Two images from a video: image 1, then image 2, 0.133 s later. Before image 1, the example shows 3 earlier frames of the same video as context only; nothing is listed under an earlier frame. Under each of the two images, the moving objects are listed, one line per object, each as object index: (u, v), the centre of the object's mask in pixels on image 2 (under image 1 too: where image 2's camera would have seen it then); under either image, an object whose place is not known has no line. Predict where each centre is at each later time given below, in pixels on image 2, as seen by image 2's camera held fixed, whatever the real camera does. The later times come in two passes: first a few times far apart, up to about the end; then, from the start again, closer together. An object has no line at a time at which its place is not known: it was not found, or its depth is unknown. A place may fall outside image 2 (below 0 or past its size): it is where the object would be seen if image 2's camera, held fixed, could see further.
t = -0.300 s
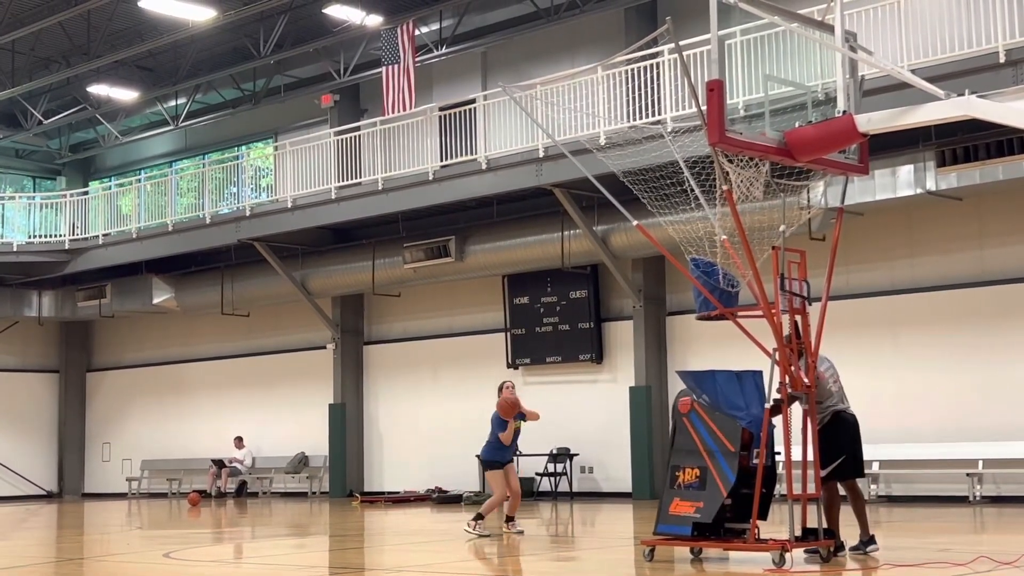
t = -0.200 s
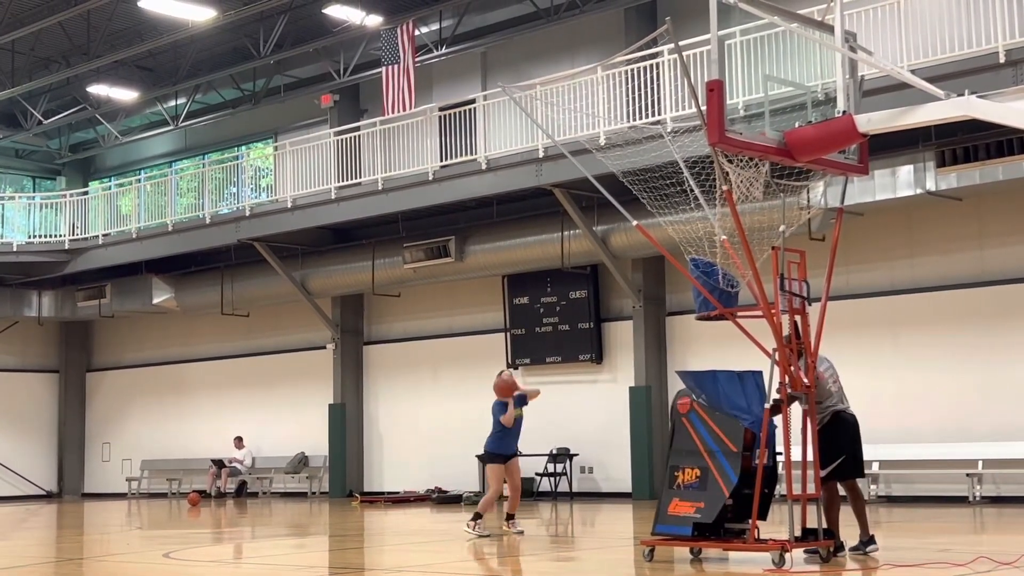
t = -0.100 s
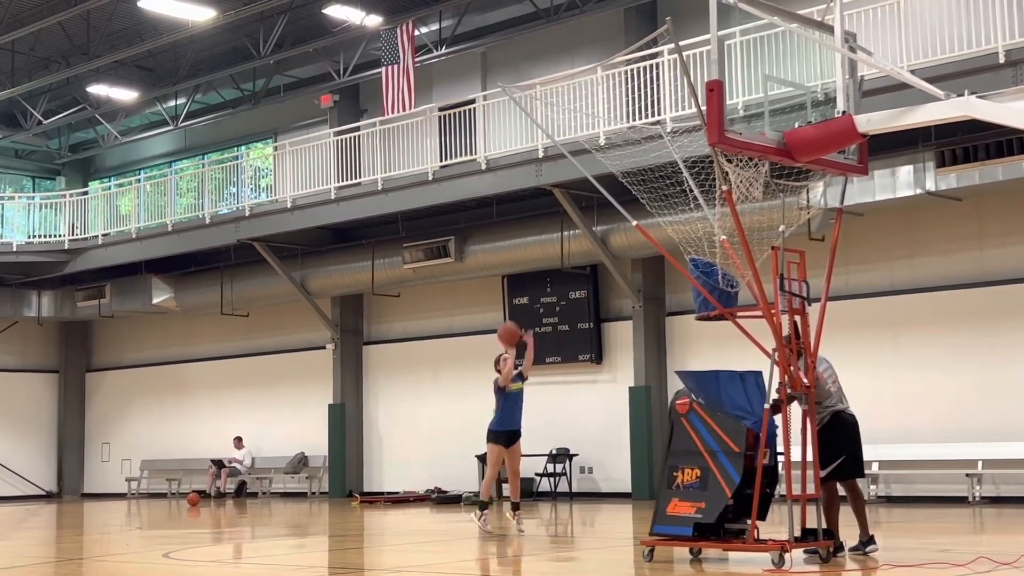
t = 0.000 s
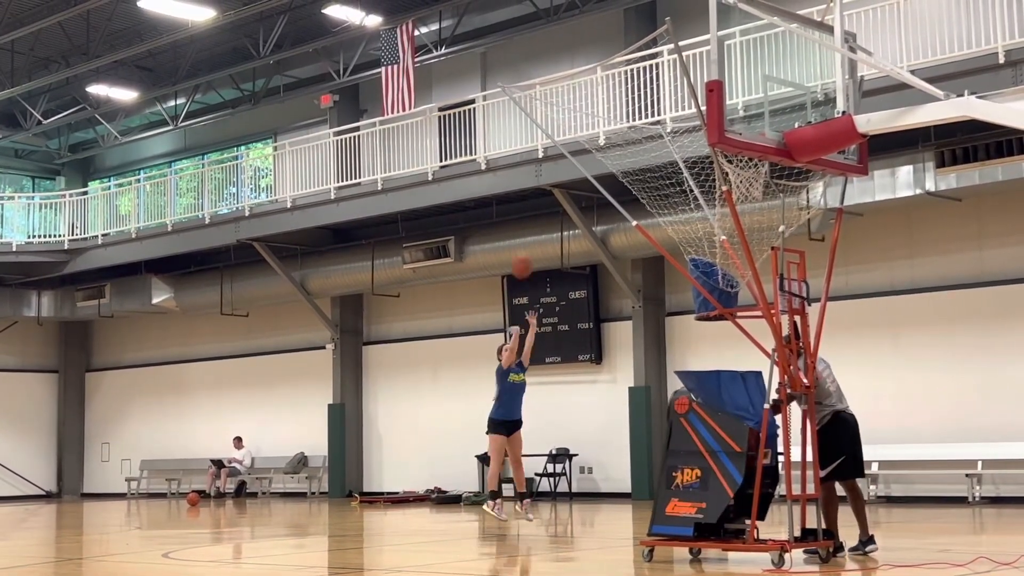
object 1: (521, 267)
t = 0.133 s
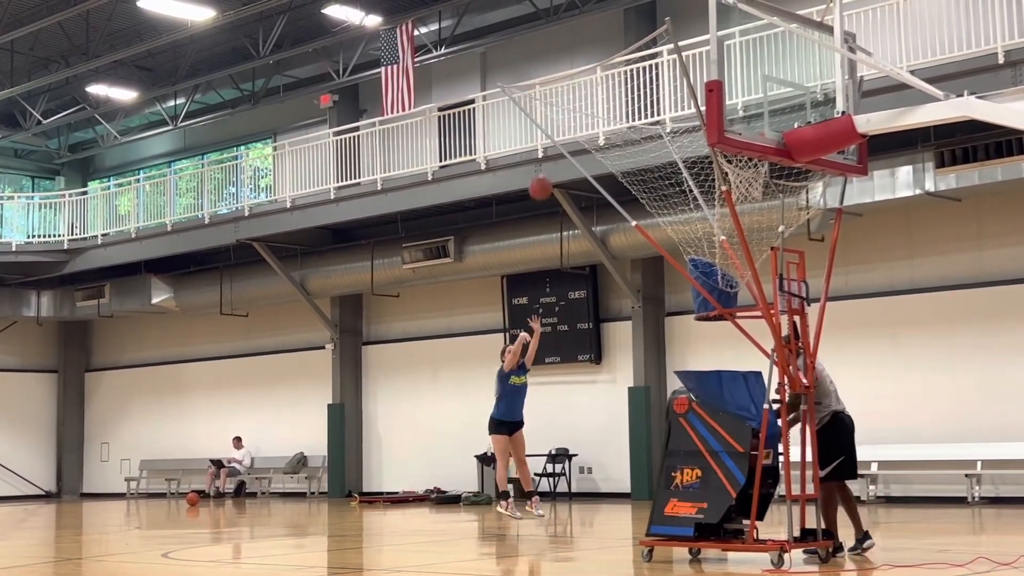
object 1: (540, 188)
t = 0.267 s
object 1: (561, 124)
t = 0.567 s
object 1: (615, 41)
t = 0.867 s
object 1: (678, 53)
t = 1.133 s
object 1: (745, 165)
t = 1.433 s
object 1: (753, 265)
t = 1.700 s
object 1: (700, 268)
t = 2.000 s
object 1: (733, 268)
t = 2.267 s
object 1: (726, 277)
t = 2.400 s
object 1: (716, 279)
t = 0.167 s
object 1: (545, 170)
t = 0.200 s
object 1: (549, 154)
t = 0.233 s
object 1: (556, 138)
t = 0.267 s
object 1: (561, 124)
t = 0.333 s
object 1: (573, 98)
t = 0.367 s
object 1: (579, 87)
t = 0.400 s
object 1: (584, 77)
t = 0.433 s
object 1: (590, 67)
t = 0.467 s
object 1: (597, 59)
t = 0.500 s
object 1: (602, 51)
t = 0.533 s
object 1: (609, 46)
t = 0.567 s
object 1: (615, 41)
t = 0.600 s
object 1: (621, 37)
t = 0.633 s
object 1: (627, 34)
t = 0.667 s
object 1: (634, 32)
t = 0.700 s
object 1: (640, 31)
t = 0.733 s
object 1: (647, 34)
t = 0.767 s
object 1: (655, 37)
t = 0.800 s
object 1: (661, 42)
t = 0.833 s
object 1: (667, 48)
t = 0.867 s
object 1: (678, 53)
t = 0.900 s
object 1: (688, 61)
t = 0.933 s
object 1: (696, 70)
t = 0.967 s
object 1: (699, 81)
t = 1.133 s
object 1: (745, 165)
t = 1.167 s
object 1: (749, 177)
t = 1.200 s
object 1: (754, 183)
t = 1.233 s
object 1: (757, 189)
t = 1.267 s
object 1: (758, 199)
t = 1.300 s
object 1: (758, 212)
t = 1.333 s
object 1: (759, 226)
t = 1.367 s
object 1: (760, 240)
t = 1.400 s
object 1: (758, 254)
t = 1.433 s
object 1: (753, 265)
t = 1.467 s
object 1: (745, 272)
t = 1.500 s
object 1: (738, 274)
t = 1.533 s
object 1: (730, 276)
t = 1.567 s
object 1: (718, 276)
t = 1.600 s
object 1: (706, 274)
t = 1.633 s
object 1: (701, 271)
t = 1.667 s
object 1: (700, 271)
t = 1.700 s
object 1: (700, 268)
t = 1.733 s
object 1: (703, 265)
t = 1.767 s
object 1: (706, 266)
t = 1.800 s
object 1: (709, 266)
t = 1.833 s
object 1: (715, 269)
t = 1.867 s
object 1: (721, 269)
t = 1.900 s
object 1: (725, 268)
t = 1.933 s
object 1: (728, 269)
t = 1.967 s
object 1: (731, 268)
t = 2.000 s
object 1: (733, 268)
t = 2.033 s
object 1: (733, 271)
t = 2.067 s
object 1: (733, 273)
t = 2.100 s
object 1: (733, 274)
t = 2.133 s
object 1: (733, 274)
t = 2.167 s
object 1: (732, 274)
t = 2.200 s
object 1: (730, 274)
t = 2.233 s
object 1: (728, 275)
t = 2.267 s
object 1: (726, 277)
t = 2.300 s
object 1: (722, 277)
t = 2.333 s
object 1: (721, 278)
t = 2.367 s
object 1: (721, 279)
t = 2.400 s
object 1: (716, 279)
